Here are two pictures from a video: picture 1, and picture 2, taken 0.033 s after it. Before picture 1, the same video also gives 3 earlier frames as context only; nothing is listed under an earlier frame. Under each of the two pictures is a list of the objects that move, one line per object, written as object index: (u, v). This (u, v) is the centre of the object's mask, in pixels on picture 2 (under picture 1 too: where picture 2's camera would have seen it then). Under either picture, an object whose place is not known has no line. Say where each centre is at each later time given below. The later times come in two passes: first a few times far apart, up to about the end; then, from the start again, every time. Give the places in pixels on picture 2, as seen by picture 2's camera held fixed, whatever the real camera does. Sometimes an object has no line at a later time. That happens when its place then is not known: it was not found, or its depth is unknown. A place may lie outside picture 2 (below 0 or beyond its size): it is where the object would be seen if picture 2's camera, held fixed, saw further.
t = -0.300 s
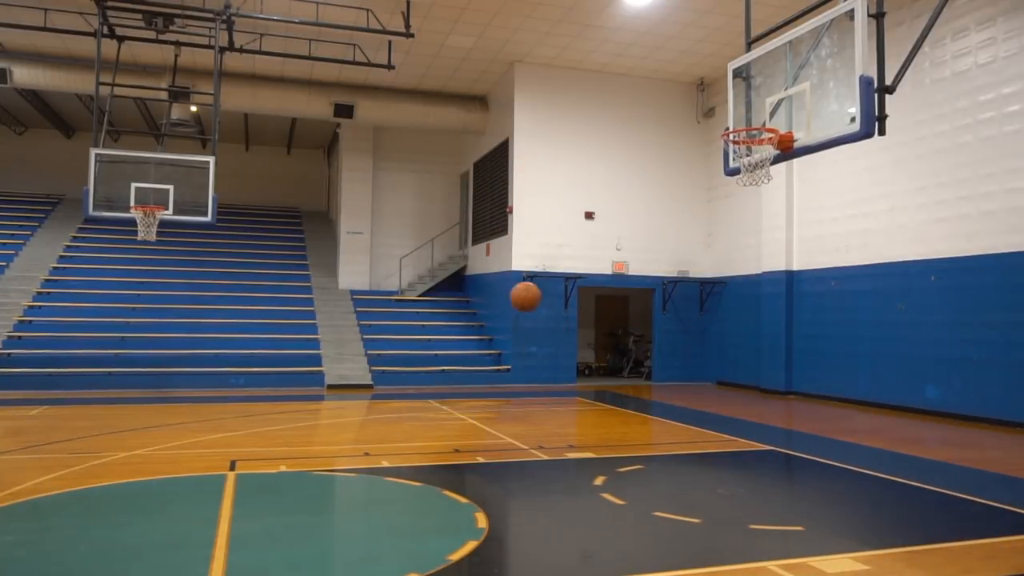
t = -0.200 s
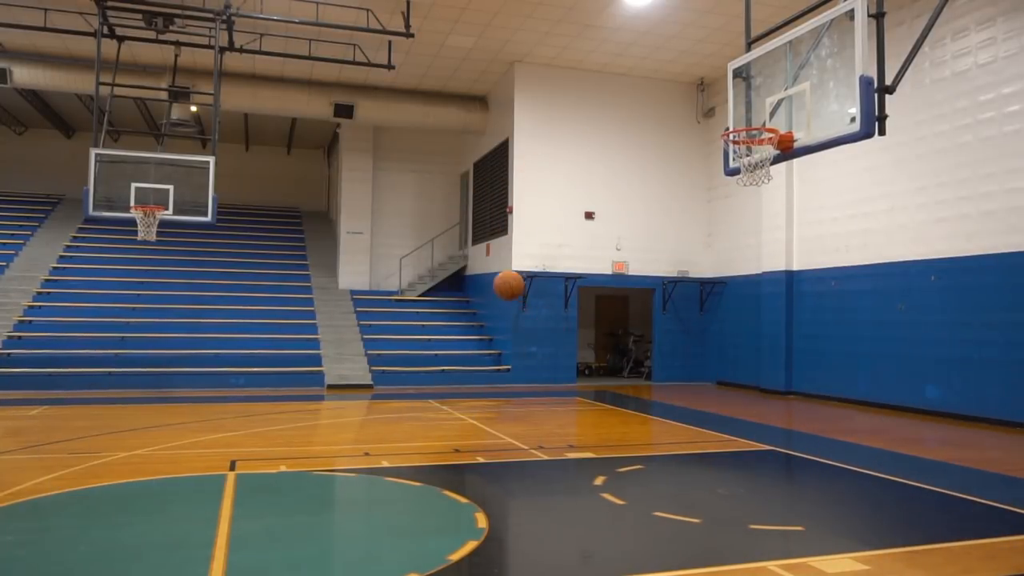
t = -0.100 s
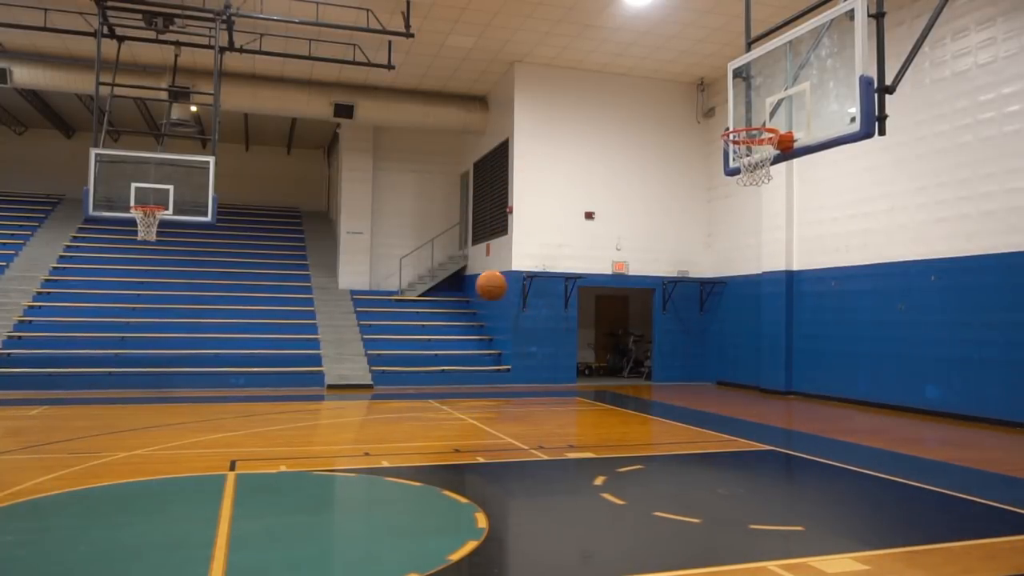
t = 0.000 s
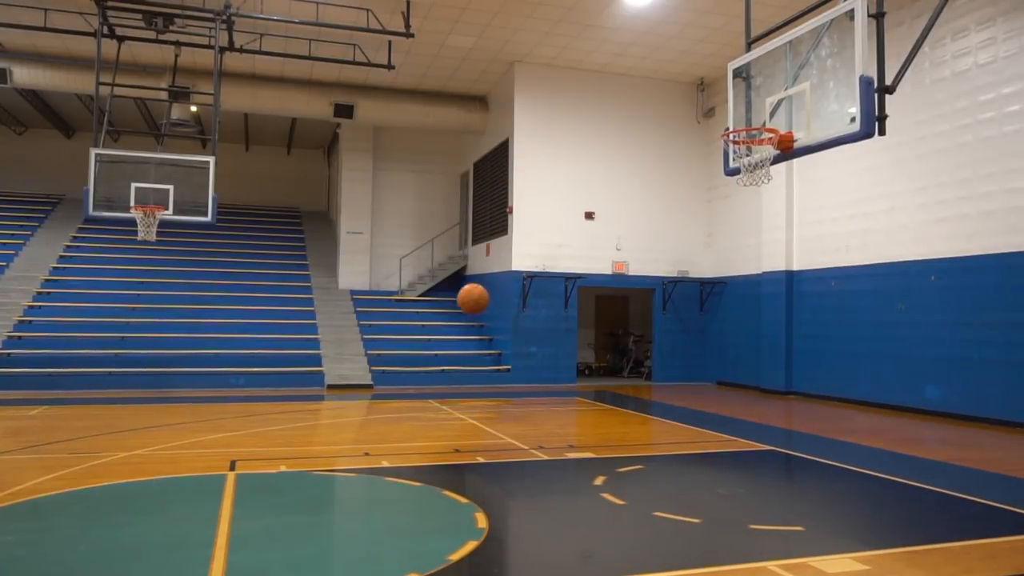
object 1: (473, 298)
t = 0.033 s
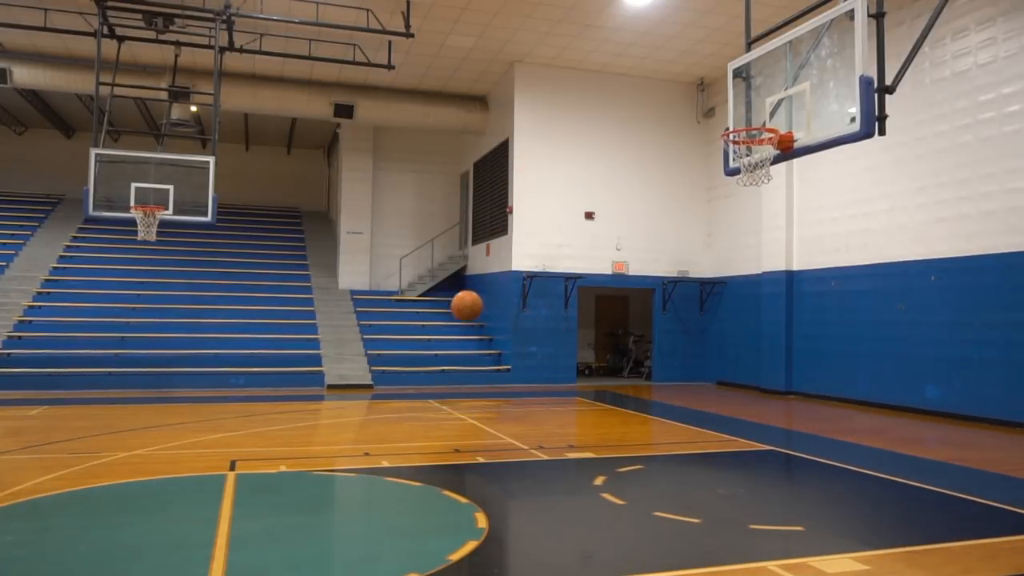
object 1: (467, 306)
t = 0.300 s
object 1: (416, 421)
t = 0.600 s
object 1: (361, 411)
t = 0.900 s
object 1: (306, 359)
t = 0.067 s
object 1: (460, 315)
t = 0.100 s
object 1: (454, 324)
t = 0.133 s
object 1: (448, 336)
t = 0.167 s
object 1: (442, 350)
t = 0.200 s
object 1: (435, 365)
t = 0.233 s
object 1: (429, 381)
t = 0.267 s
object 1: (422, 399)
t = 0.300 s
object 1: (416, 421)
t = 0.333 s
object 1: (409, 440)
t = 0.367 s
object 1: (403, 462)
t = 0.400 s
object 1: (396, 487)
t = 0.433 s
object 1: (390, 490)
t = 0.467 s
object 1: (384, 473)
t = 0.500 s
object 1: (378, 455)
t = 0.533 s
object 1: (372, 439)
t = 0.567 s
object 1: (366, 425)
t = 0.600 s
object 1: (361, 411)
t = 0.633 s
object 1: (356, 402)
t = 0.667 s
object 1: (350, 392)
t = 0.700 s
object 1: (343, 383)
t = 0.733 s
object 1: (338, 375)
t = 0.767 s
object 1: (332, 369)
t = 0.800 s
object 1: (325, 365)
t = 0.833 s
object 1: (319, 361)
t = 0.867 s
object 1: (312, 359)
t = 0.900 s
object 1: (306, 359)
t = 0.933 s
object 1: (300, 361)
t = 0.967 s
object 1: (293, 364)
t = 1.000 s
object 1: (287, 368)
